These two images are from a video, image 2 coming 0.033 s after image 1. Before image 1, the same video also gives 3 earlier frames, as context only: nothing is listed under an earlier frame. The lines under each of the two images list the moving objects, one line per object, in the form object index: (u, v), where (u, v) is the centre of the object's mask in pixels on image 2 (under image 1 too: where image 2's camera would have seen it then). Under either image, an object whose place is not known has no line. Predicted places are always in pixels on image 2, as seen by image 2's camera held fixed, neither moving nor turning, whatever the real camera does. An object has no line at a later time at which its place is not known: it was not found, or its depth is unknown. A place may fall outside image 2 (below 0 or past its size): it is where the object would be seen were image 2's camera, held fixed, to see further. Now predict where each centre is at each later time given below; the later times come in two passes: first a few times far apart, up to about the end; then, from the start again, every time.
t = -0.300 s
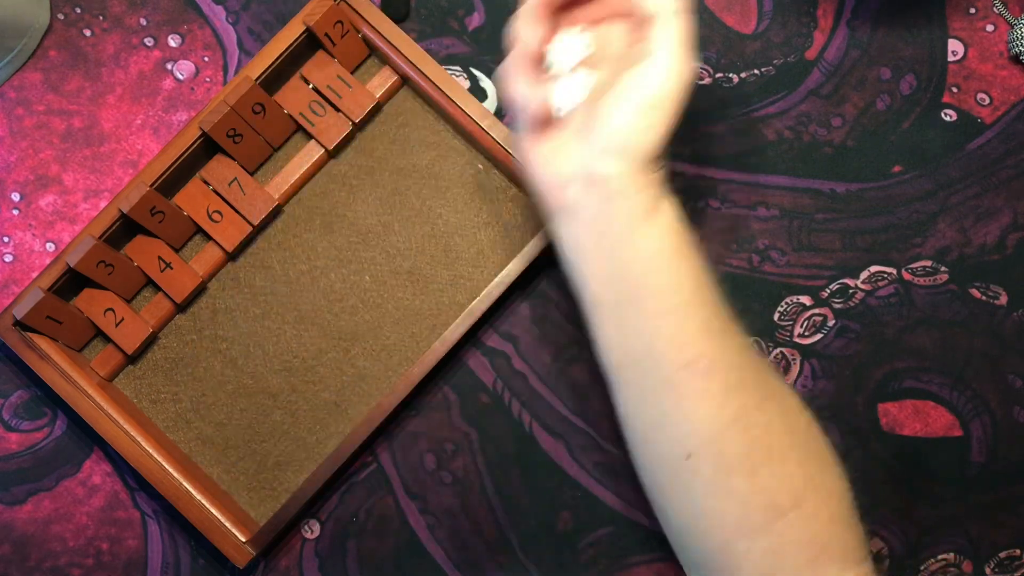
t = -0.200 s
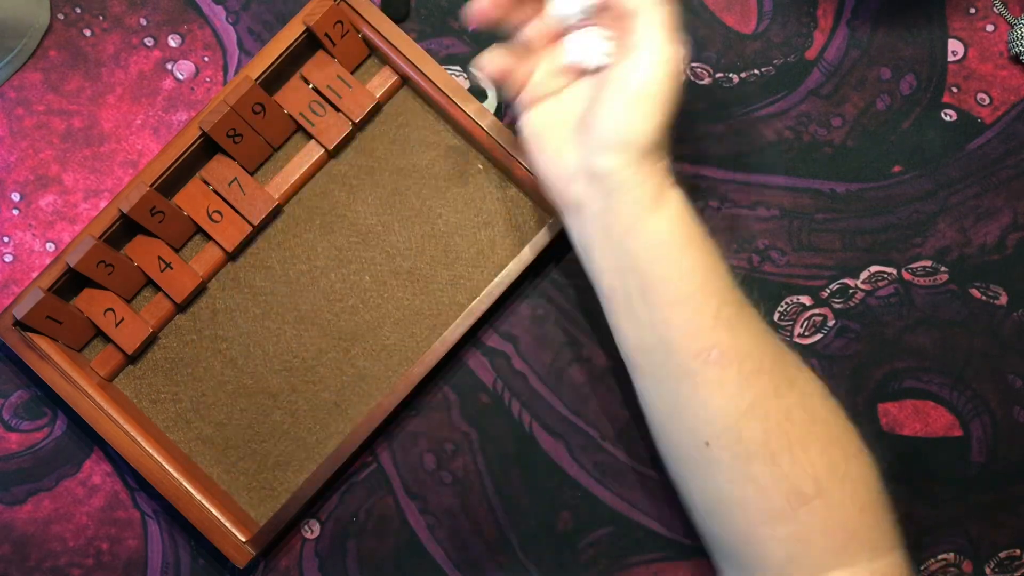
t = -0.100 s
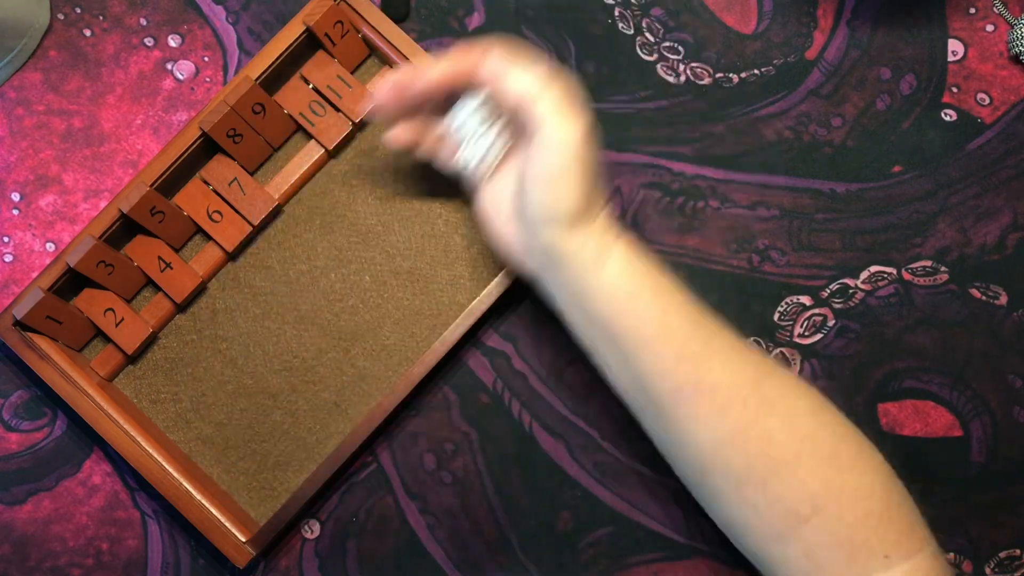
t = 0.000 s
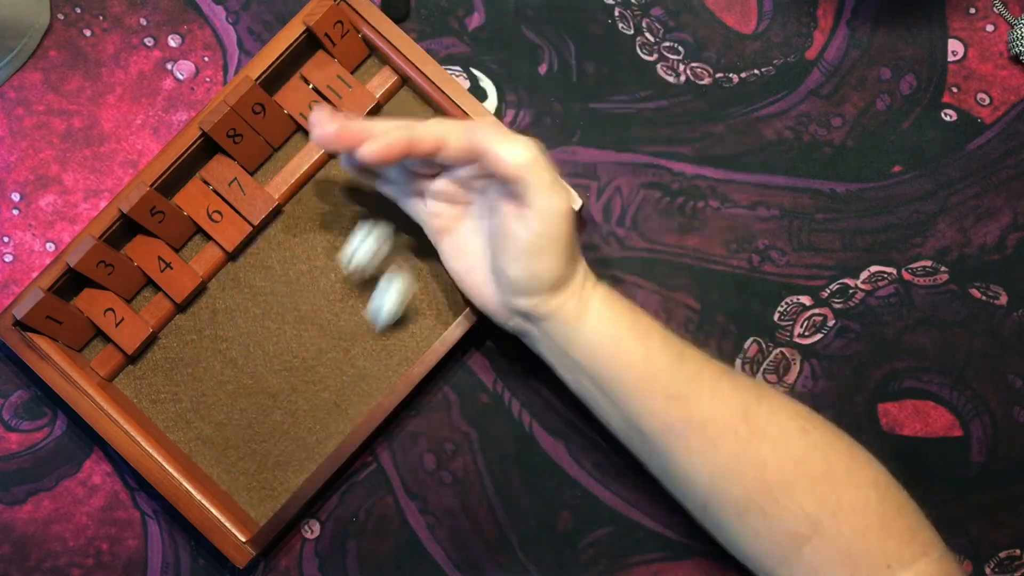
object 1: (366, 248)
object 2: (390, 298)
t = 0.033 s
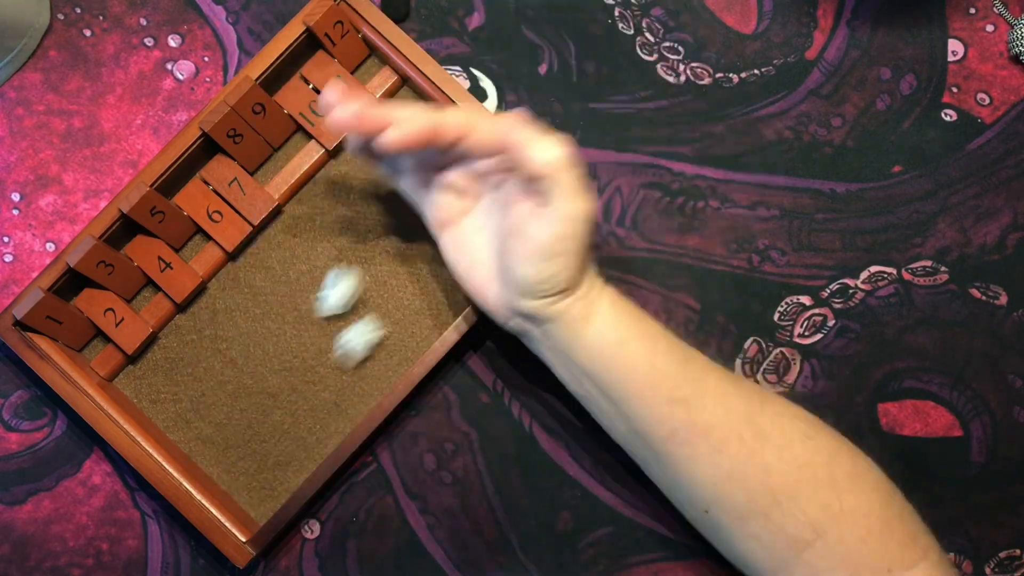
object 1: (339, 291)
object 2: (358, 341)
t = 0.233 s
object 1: (163, 401)
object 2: (216, 403)
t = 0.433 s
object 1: (220, 340)
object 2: (258, 312)
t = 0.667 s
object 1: (227, 336)
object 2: (267, 303)
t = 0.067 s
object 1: (300, 319)
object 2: (322, 374)
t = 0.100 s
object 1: (259, 340)
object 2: (277, 404)
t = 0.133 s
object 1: (225, 361)
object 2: (237, 433)
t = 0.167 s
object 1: (192, 384)
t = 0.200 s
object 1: (162, 408)
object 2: (209, 425)
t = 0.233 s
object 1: (163, 401)
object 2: (216, 403)
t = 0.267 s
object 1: (173, 388)
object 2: (221, 382)
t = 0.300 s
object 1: (188, 373)
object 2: (232, 362)
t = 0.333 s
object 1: (197, 366)
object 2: (241, 347)
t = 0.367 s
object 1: (208, 356)
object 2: (248, 333)
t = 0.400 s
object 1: (214, 347)
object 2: (253, 323)
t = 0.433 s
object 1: (220, 340)
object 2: (258, 312)
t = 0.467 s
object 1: (226, 337)
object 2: (263, 306)
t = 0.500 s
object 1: (227, 336)
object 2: (266, 303)
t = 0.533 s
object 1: (227, 336)
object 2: (267, 303)
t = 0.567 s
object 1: (227, 336)
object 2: (267, 303)
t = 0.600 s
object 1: (227, 336)
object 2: (267, 303)
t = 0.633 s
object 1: (227, 336)
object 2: (267, 303)
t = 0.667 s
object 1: (227, 336)
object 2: (267, 303)
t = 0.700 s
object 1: (226, 336)
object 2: (267, 303)
